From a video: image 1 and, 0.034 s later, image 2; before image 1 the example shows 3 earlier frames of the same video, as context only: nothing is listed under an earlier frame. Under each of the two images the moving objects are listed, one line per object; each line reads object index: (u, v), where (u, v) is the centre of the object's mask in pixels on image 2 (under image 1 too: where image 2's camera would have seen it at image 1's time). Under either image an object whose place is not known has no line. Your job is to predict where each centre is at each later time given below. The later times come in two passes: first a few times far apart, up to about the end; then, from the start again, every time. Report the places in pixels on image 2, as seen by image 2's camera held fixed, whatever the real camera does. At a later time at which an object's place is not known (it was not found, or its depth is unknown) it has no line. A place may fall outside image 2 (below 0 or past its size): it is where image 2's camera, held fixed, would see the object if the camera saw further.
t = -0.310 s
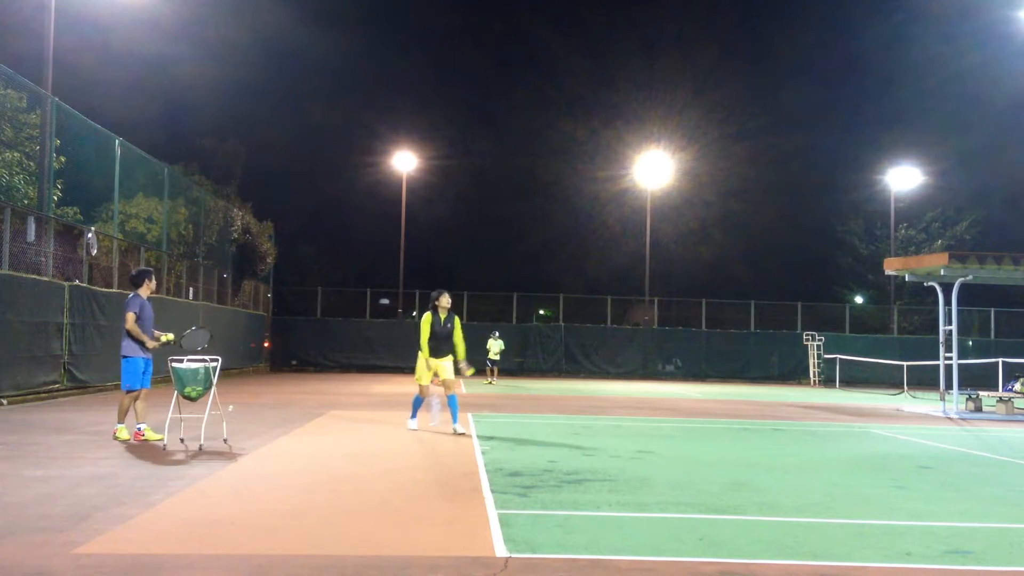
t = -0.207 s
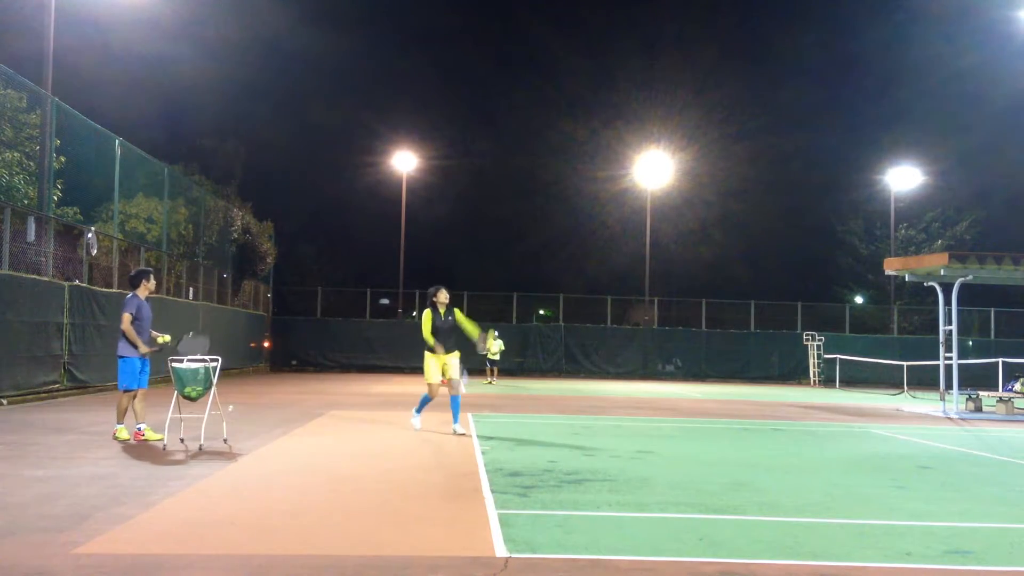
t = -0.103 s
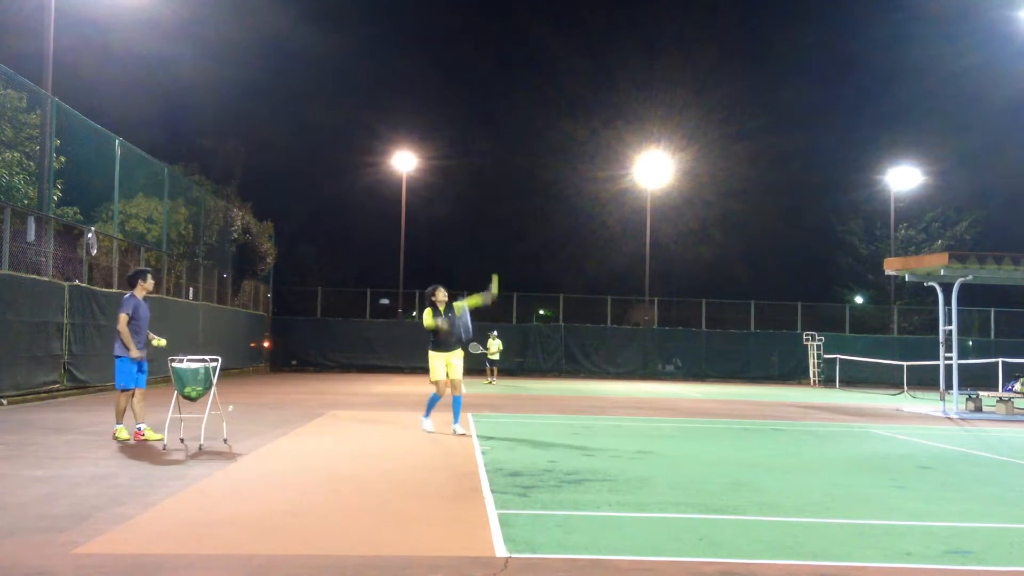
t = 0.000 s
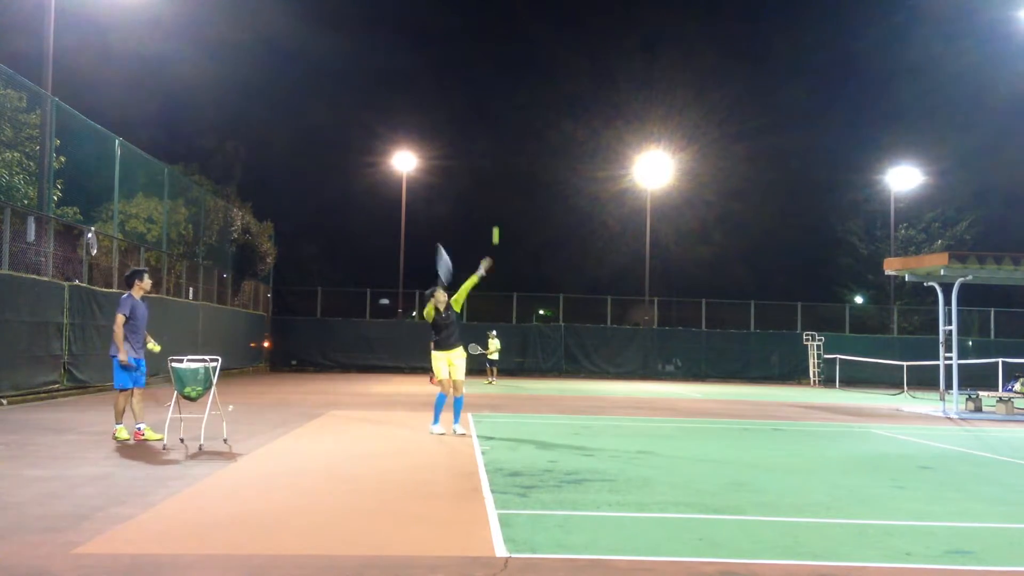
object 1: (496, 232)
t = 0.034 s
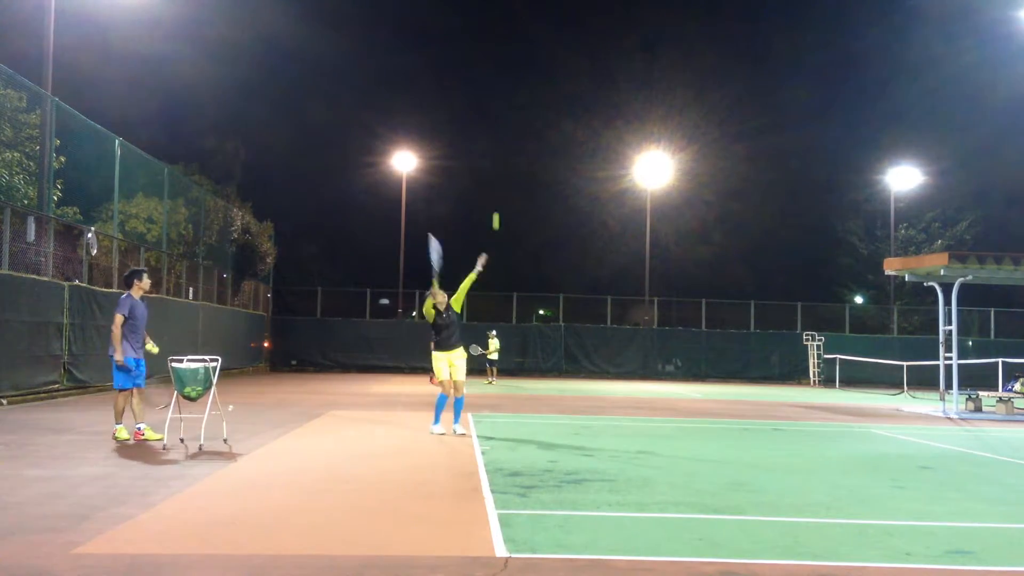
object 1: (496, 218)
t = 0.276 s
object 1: (496, 144)
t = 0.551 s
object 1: (495, 117)
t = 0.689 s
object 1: (494, 126)
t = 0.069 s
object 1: (496, 204)
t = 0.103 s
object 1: (496, 191)
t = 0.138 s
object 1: (496, 181)
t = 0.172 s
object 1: (494, 167)
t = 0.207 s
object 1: (494, 161)
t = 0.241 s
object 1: (495, 152)
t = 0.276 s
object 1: (496, 144)
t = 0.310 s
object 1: (496, 136)
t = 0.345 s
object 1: (496, 132)
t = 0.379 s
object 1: (496, 126)
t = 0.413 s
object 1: (496, 123)
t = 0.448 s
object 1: (495, 120)
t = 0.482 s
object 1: (495, 118)
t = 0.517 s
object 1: (495, 117)
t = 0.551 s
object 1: (495, 117)
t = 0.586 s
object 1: (495, 118)
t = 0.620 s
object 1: (494, 120)
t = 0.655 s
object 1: (494, 122)
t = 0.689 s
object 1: (494, 126)
